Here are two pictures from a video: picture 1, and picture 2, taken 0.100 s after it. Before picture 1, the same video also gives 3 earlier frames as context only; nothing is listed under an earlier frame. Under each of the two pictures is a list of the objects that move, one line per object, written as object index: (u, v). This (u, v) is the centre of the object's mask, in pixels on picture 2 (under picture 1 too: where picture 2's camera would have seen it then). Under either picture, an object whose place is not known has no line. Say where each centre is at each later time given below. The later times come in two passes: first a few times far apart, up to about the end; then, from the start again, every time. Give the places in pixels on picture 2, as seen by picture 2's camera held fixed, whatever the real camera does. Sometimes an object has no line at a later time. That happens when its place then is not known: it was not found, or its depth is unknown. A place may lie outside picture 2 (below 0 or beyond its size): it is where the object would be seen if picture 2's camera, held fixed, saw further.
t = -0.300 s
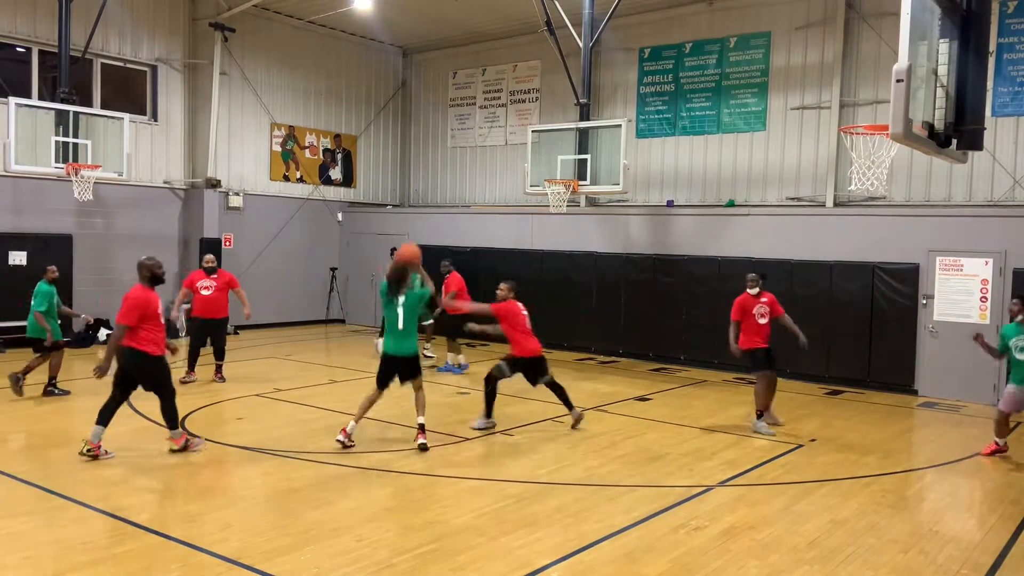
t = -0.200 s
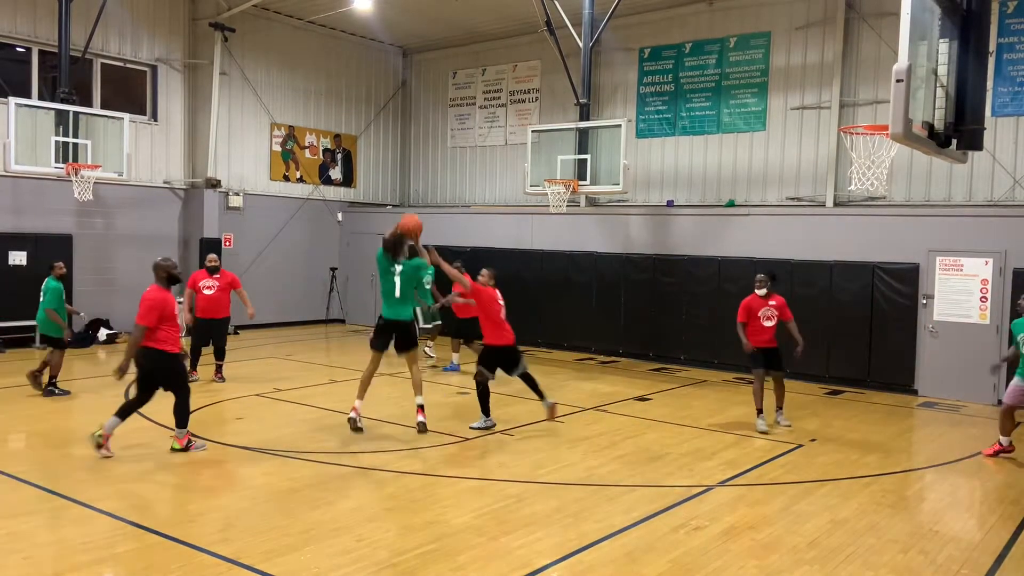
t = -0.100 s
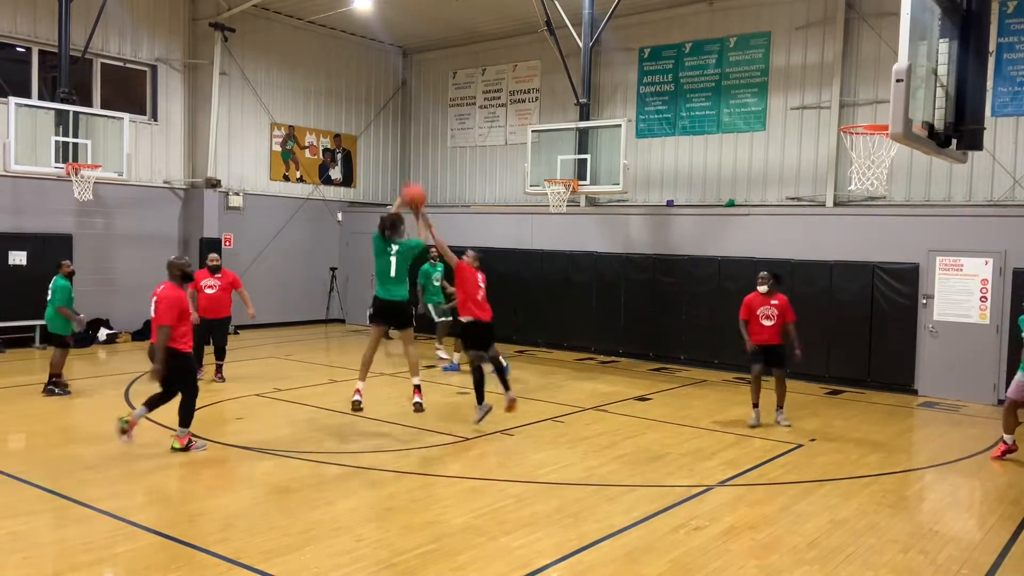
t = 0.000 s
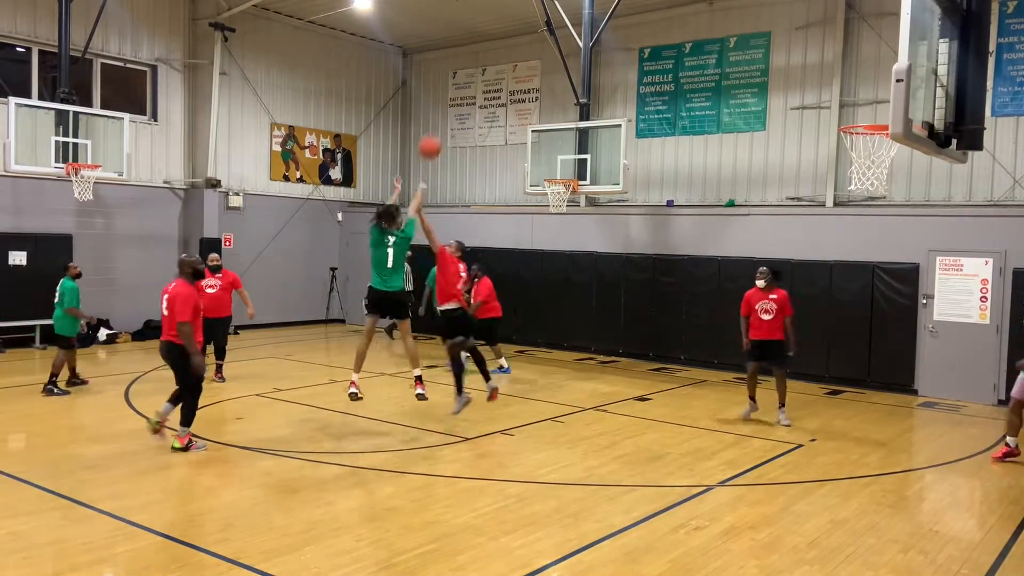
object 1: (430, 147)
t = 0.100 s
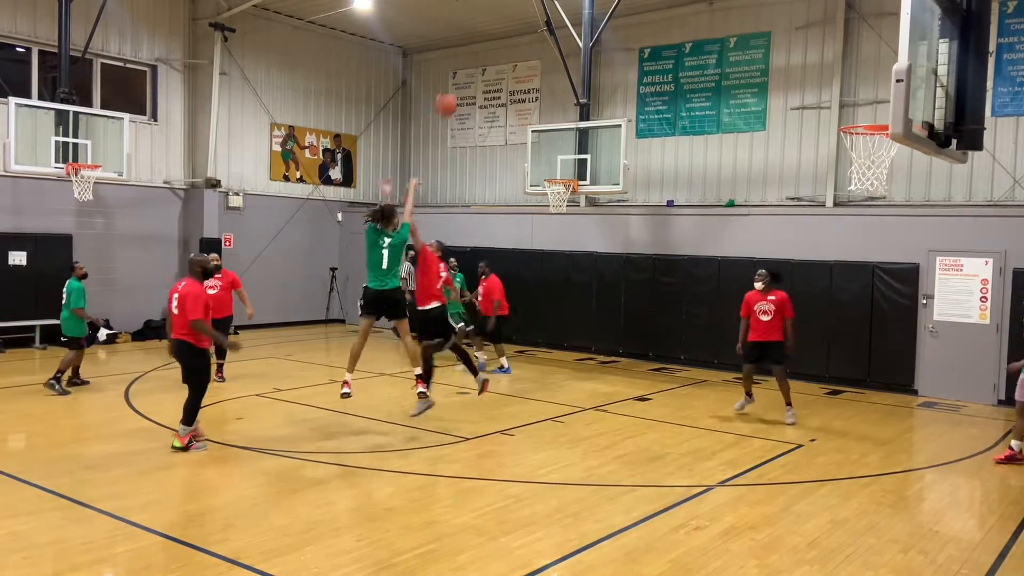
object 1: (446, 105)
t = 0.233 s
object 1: (466, 66)
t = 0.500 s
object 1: (498, 45)
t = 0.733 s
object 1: (521, 71)
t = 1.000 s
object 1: (541, 141)
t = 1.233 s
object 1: (522, 167)
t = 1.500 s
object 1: (469, 184)
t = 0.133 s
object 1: (451, 92)
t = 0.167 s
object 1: (456, 83)
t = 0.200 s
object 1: (460, 75)
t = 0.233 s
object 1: (466, 66)
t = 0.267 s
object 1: (471, 60)
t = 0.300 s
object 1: (475, 55)
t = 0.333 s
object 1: (479, 51)
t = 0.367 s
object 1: (483, 48)
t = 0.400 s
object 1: (487, 46)
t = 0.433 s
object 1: (491, 44)
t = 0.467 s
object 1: (494, 44)
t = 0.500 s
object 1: (498, 45)
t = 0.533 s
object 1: (502, 46)
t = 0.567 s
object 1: (506, 48)
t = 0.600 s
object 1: (508, 51)
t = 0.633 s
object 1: (512, 55)
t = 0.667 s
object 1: (515, 59)
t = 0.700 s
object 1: (519, 66)
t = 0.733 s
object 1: (521, 71)
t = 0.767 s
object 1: (524, 78)
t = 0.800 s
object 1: (526, 85)
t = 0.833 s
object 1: (529, 93)
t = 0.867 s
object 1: (532, 102)
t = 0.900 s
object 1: (535, 111)
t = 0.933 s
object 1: (537, 119)
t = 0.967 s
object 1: (539, 131)
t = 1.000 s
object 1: (541, 141)
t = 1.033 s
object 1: (544, 153)
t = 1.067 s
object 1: (545, 164)
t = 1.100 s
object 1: (547, 175)
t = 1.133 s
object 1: (541, 172)
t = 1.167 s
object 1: (535, 170)
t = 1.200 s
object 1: (529, 169)
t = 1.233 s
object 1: (522, 167)
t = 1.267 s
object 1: (516, 166)
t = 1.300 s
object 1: (510, 167)
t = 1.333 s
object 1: (503, 167)
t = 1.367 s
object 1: (497, 169)
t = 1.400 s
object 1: (490, 172)
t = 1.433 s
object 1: (483, 176)
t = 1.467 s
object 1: (476, 179)
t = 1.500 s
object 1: (469, 184)
